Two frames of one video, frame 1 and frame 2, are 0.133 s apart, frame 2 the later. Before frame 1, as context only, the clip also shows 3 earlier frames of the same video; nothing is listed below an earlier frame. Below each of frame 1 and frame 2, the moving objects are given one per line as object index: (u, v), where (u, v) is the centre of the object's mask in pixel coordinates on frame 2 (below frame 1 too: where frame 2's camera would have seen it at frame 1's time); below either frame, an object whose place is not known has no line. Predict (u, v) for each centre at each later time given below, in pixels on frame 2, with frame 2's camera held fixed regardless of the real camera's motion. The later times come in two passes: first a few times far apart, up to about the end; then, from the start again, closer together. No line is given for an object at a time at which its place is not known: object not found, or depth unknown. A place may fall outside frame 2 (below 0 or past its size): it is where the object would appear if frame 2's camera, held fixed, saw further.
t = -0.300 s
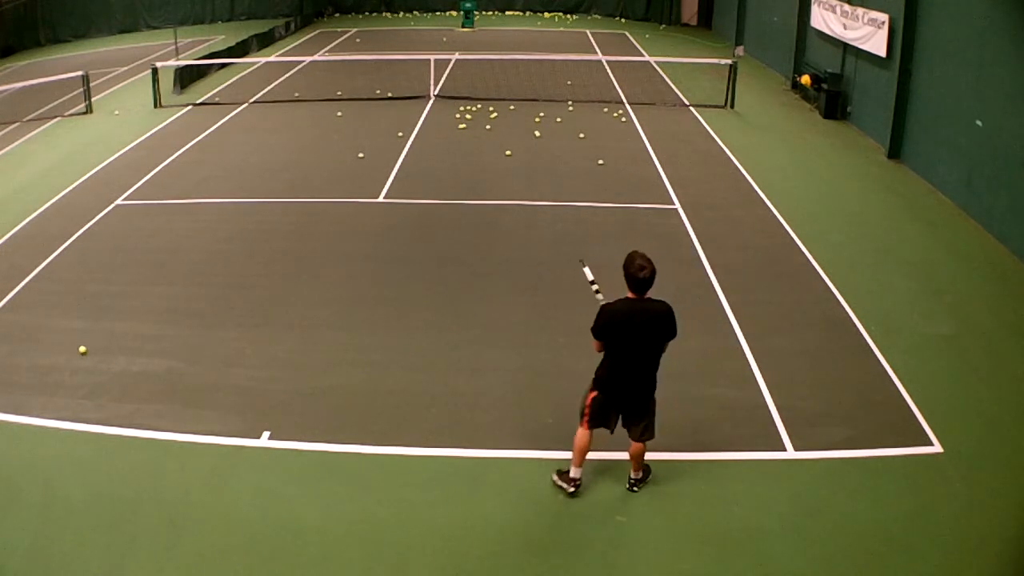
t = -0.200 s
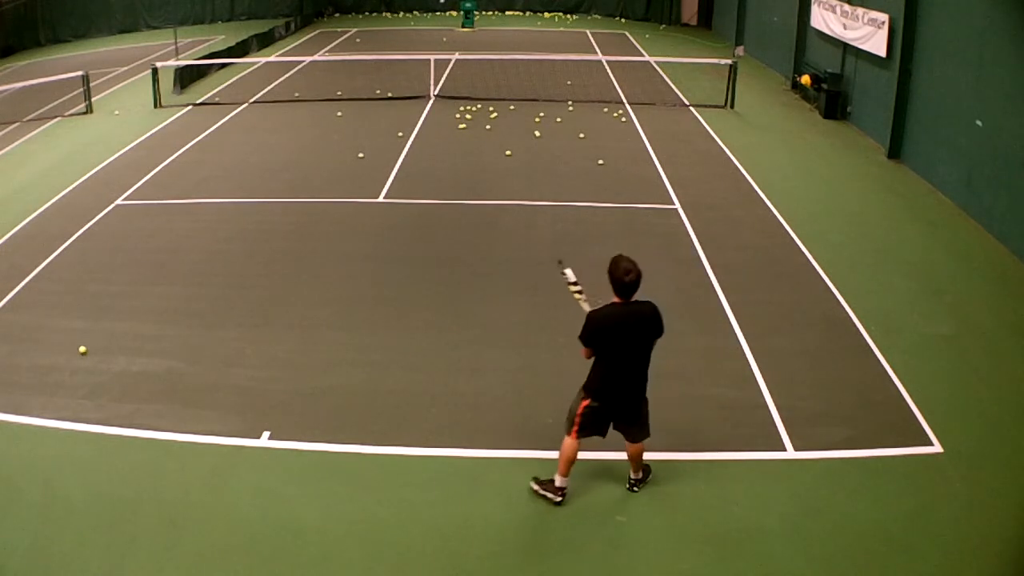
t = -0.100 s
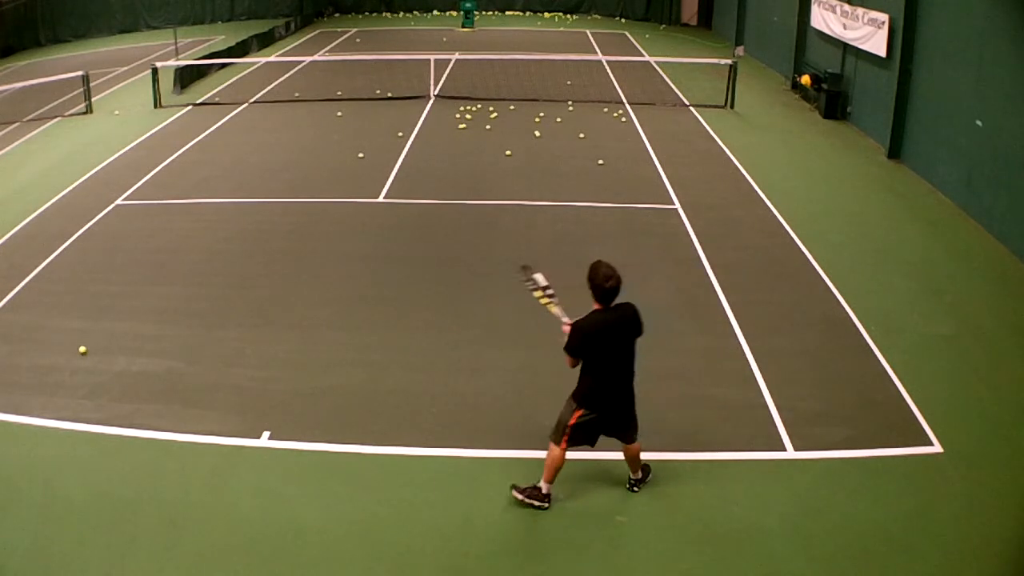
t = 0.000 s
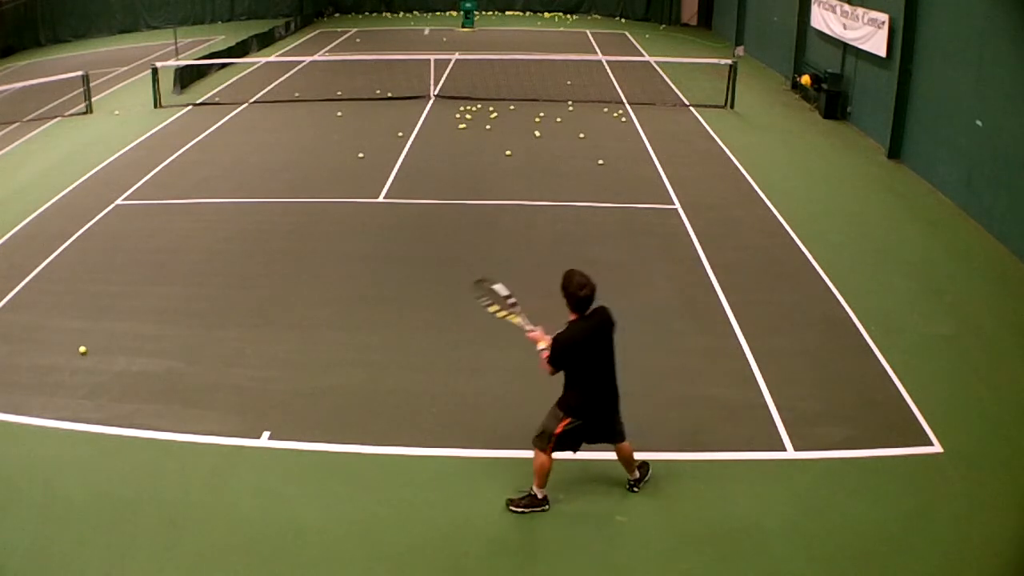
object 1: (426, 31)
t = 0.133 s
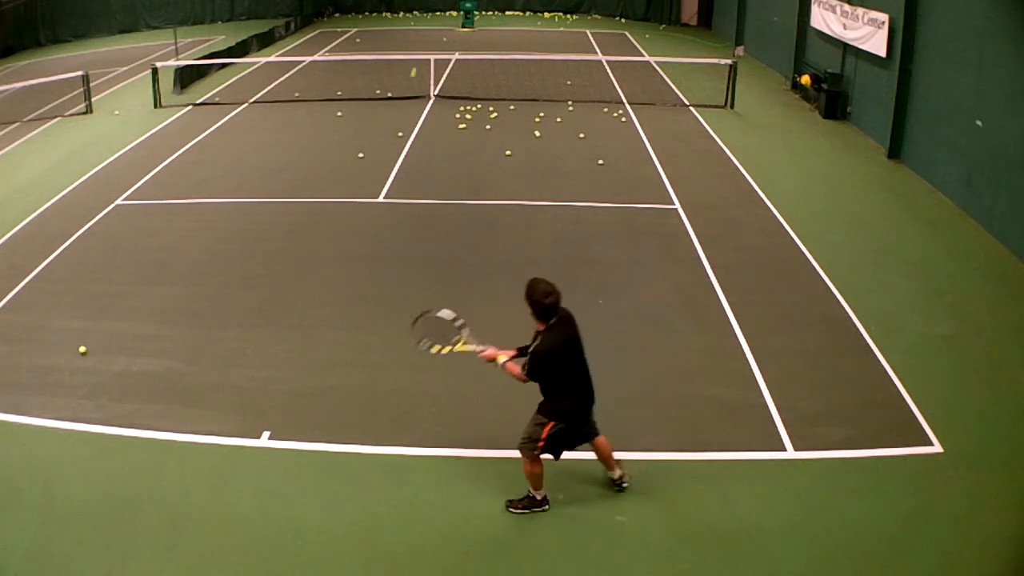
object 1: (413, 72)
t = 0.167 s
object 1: (410, 86)
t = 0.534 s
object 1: (364, 221)
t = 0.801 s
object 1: (331, 246)
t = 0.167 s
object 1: (410, 86)
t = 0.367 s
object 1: (382, 210)
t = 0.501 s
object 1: (368, 224)
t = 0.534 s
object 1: (364, 221)
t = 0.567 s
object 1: (360, 220)
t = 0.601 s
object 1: (357, 220)
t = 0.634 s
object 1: (353, 221)
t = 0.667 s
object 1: (349, 223)
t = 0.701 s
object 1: (344, 226)
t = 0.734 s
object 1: (340, 231)
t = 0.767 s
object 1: (335, 237)
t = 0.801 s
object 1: (331, 246)
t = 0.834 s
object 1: (326, 255)
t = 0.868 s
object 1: (321, 267)
